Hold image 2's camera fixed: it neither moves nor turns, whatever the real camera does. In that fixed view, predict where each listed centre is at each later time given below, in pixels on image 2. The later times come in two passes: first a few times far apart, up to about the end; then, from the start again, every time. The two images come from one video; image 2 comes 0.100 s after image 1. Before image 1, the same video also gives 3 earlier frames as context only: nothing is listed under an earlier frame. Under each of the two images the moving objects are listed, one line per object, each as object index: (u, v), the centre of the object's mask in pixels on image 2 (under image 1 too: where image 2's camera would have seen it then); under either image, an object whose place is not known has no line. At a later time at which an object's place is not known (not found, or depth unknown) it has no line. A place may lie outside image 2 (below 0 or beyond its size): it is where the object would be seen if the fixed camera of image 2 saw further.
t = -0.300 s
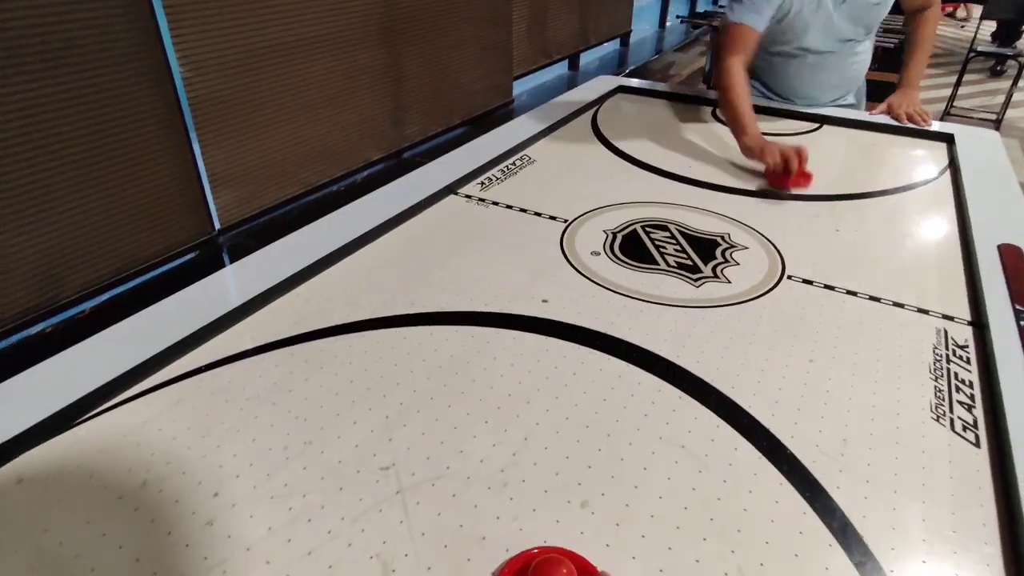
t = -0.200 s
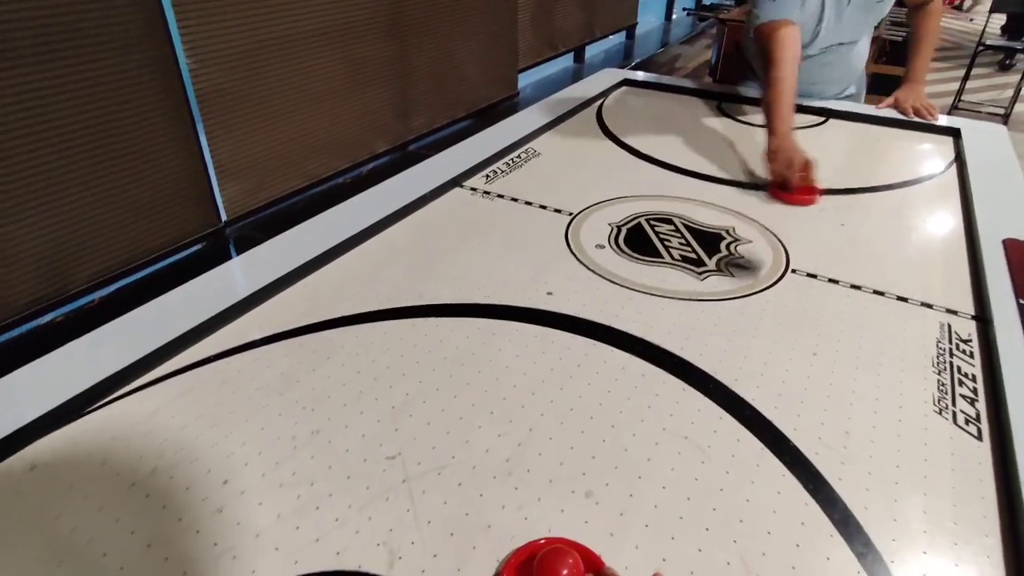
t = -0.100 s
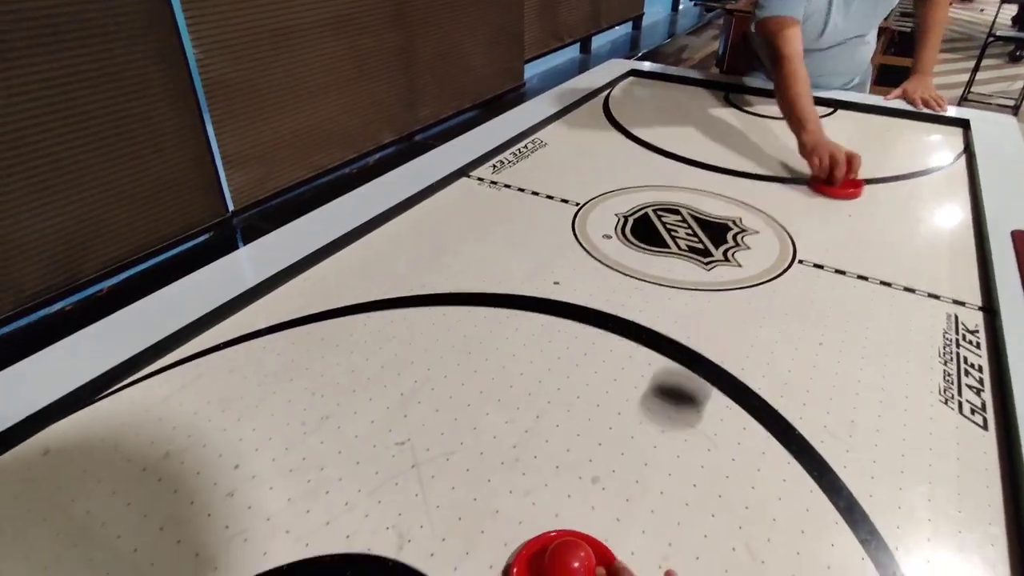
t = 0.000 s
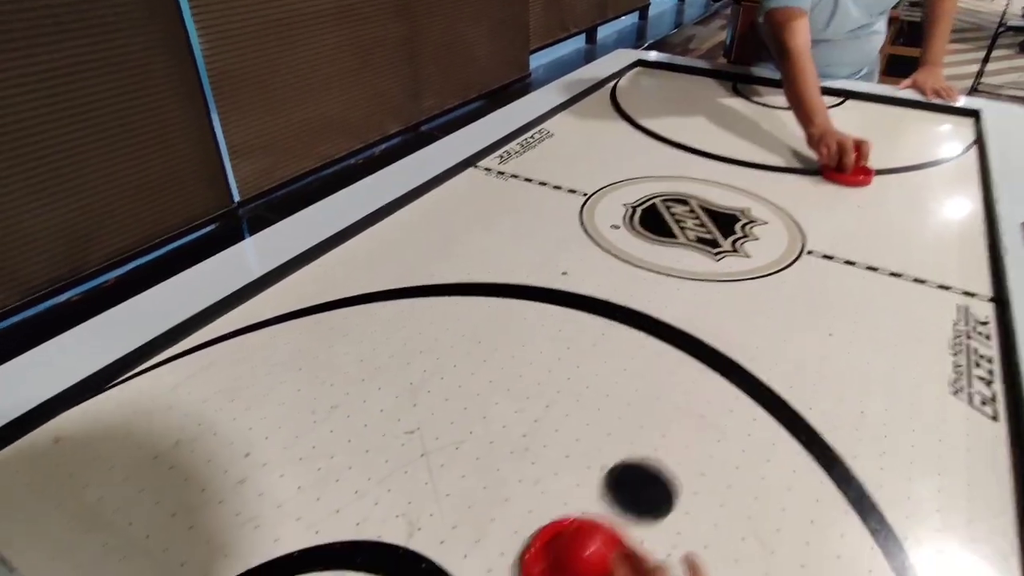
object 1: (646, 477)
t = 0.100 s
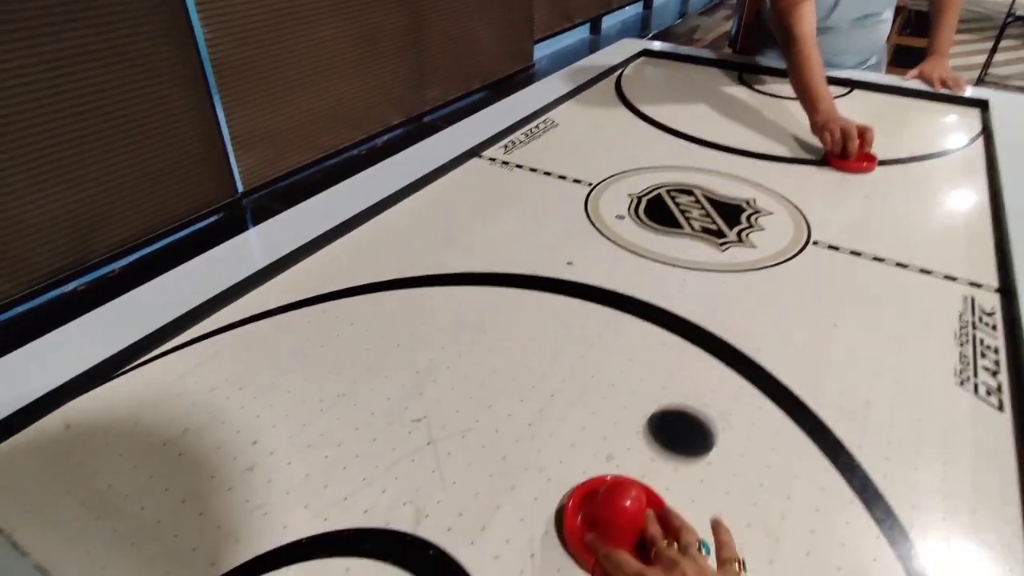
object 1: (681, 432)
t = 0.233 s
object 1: (720, 381)
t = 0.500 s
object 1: (777, 301)
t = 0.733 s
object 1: (814, 246)
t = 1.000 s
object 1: (844, 200)
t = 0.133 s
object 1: (690, 419)
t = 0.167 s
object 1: (701, 405)
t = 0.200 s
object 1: (711, 392)
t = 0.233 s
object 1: (720, 381)
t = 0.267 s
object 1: (728, 367)
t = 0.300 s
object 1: (736, 358)
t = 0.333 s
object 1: (745, 347)
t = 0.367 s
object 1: (751, 336)
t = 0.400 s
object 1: (757, 327)
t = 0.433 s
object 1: (764, 318)
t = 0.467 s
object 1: (771, 309)
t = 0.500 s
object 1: (777, 301)
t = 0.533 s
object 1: (782, 292)
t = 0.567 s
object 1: (788, 284)
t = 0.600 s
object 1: (795, 275)
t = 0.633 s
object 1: (800, 267)
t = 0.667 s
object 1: (804, 260)
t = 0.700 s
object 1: (809, 253)
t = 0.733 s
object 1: (814, 246)
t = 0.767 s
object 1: (818, 240)
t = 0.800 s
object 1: (823, 234)
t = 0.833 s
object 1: (826, 227)
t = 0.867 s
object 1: (830, 222)
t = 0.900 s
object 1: (834, 216)
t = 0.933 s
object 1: (837, 211)
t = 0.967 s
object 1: (841, 205)
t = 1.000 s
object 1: (844, 200)
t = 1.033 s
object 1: (847, 195)
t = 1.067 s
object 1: (849, 191)
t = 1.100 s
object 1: (853, 186)
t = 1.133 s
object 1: (856, 181)
